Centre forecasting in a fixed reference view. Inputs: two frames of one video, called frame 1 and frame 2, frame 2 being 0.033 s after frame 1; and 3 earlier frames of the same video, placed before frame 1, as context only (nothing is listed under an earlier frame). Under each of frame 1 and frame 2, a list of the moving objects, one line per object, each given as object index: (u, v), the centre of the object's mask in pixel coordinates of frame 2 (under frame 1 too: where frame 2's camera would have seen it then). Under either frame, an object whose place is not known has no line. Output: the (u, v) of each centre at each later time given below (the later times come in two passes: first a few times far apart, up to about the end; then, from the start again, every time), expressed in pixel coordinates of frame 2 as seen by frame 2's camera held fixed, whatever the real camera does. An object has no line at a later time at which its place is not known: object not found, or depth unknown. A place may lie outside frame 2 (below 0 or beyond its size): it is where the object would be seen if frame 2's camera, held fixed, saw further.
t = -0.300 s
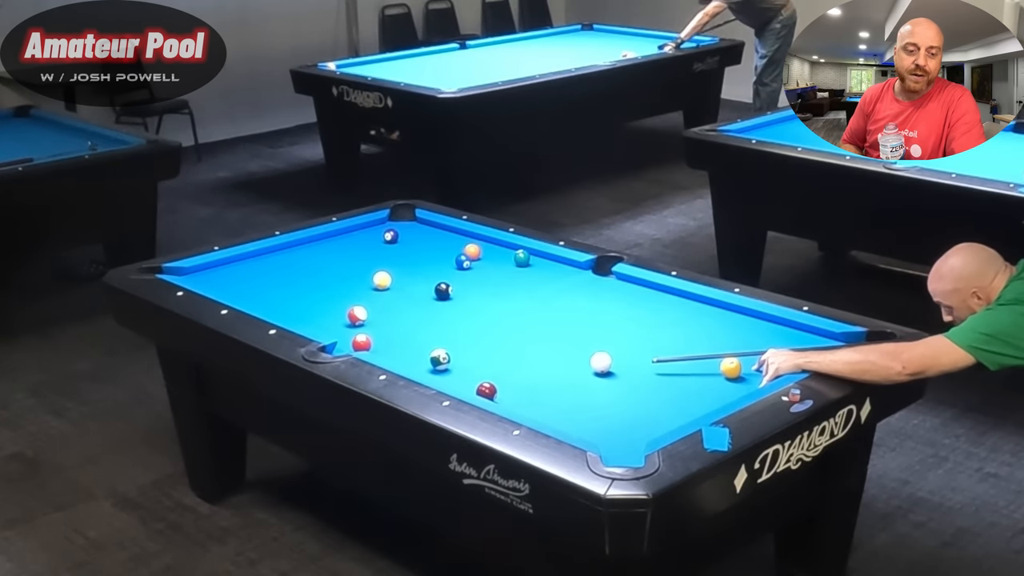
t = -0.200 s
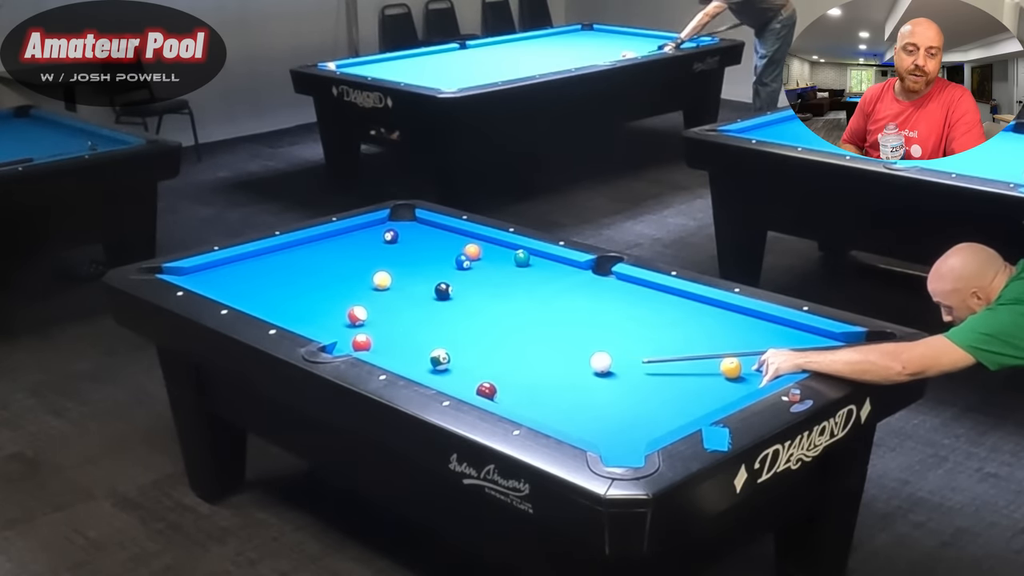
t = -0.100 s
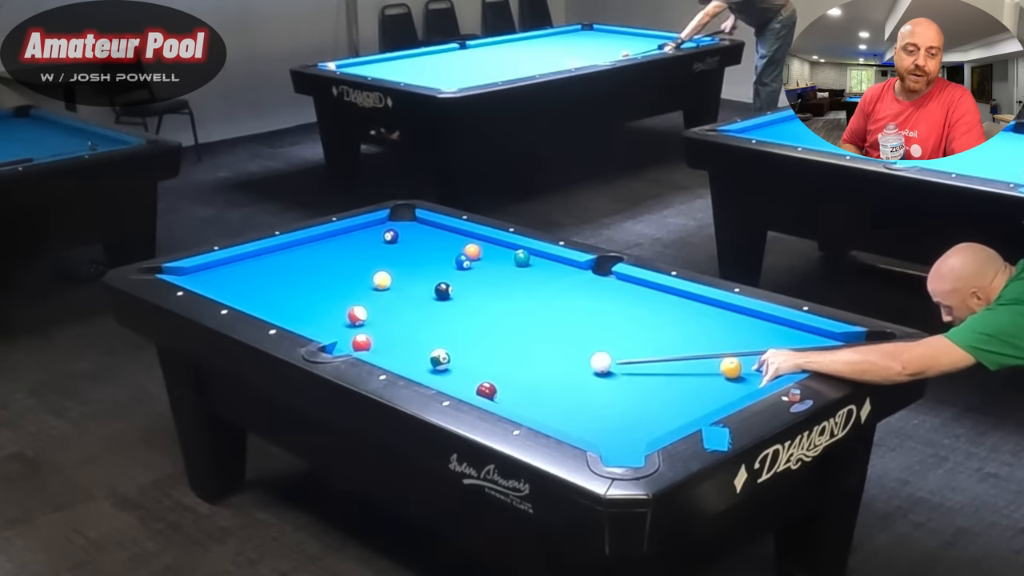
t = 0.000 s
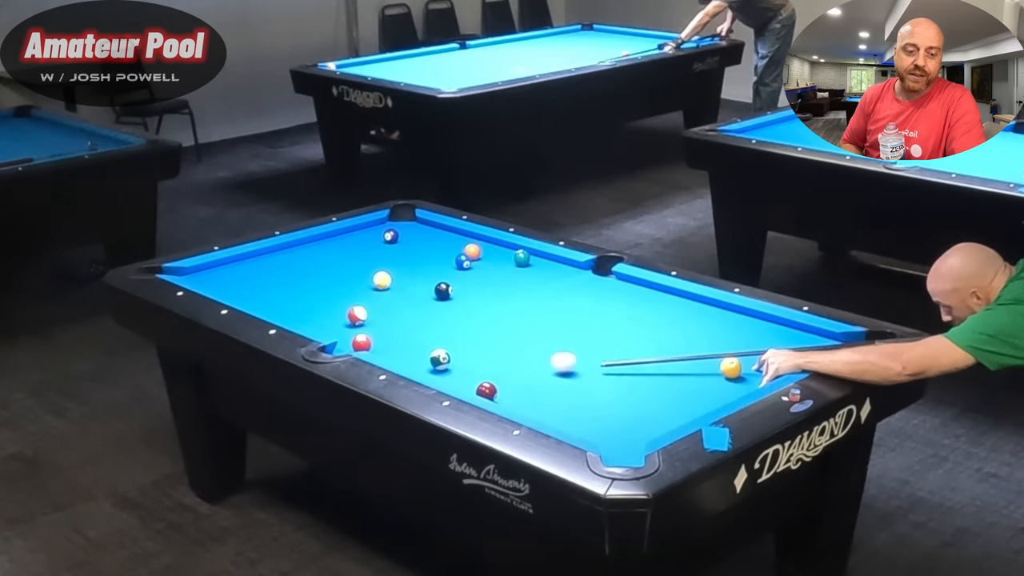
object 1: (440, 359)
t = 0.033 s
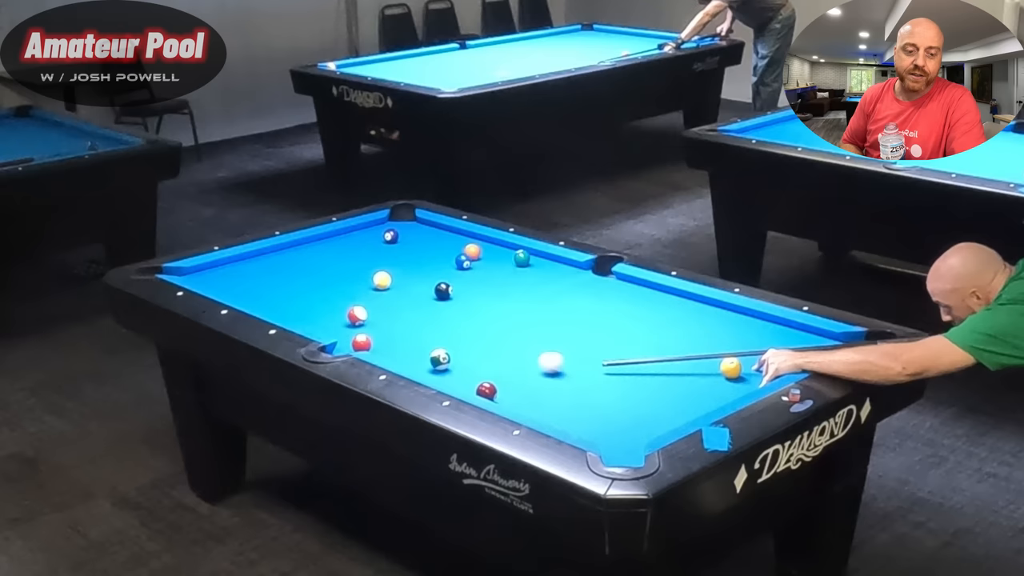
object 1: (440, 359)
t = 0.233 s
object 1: (440, 359)
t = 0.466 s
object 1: (414, 353)
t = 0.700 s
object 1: (381, 346)
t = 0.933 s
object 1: (373, 345)
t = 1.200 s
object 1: (366, 342)
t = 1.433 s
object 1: (361, 341)
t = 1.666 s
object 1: (357, 341)
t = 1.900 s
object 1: (354, 341)
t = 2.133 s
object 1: (354, 340)
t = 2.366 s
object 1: (354, 340)
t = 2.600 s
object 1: (354, 340)
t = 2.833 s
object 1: (354, 340)
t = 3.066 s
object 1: (354, 340)
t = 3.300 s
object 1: (354, 340)
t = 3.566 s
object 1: (354, 340)
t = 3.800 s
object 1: (354, 340)
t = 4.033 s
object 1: (354, 340)
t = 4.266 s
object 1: (354, 340)
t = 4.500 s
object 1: (354, 340)
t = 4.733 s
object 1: (354, 340)
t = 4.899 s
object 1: (354, 340)
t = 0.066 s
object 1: (440, 359)
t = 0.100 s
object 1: (440, 359)
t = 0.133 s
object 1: (440, 359)
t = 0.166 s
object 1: (440, 359)
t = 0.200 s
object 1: (440, 359)
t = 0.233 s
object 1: (440, 359)
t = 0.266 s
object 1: (440, 359)
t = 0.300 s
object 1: (440, 359)
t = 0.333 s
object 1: (436, 358)
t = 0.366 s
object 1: (430, 357)
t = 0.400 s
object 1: (424, 356)
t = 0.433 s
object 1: (419, 355)
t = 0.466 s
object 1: (414, 353)
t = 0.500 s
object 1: (409, 352)
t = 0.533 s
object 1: (403, 351)
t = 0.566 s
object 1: (399, 351)
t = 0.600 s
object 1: (395, 350)
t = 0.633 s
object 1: (391, 349)
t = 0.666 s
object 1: (386, 348)
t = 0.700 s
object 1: (381, 346)
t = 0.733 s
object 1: (378, 346)
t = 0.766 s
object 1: (377, 346)
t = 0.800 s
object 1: (376, 346)
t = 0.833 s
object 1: (375, 345)
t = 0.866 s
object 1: (375, 345)
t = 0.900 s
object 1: (374, 345)
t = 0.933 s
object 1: (373, 345)
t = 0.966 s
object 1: (372, 345)
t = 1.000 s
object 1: (371, 344)
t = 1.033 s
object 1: (370, 344)
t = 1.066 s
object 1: (369, 343)
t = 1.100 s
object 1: (369, 343)
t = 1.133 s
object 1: (368, 343)
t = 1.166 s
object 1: (367, 343)
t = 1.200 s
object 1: (366, 342)
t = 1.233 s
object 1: (365, 342)
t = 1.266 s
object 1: (365, 342)
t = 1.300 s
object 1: (364, 342)
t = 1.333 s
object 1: (363, 341)
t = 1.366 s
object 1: (362, 341)
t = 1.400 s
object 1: (361, 341)
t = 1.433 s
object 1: (361, 341)
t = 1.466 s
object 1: (360, 341)
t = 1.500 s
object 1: (359, 341)
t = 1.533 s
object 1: (359, 341)
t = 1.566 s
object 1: (358, 341)
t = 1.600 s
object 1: (358, 341)
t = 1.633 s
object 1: (357, 341)
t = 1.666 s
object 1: (357, 341)
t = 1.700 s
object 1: (356, 341)
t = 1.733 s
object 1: (356, 341)
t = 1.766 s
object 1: (356, 341)
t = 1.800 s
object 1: (355, 341)
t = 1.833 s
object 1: (355, 341)
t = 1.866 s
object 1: (355, 341)
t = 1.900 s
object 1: (354, 341)
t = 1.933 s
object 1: (354, 341)
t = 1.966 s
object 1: (354, 341)
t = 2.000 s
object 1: (354, 341)
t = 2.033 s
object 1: (354, 340)
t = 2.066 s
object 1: (354, 340)
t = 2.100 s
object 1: (354, 340)
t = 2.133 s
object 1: (354, 340)
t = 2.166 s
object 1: (354, 340)
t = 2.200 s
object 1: (354, 340)
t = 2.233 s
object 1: (354, 340)
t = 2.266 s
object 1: (354, 340)
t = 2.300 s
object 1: (354, 340)
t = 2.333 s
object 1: (354, 340)
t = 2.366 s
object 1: (354, 340)
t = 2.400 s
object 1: (354, 340)
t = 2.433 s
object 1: (354, 340)
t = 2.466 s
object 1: (354, 340)
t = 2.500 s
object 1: (354, 340)
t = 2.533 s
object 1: (354, 340)
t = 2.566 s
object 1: (354, 340)
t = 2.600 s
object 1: (354, 340)
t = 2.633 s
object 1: (354, 340)
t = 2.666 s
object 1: (354, 340)
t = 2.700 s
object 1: (354, 340)
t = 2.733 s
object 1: (354, 340)
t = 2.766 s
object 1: (354, 340)
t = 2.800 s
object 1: (354, 340)
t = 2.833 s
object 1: (354, 340)
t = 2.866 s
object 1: (354, 340)
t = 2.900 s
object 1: (354, 340)
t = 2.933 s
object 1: (354, 340)
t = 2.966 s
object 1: (354, 340)
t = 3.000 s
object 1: (354, 340)
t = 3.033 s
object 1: (354, 340)
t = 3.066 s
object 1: (354, 340)
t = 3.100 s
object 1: (354, 340)
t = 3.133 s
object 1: (354, 340)
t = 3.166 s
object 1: (354, 340)
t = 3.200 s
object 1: (354, 340)
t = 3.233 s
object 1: (354, 340)
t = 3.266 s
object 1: (354, 340)
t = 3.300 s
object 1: (354, 340)
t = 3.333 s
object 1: (354, 340)
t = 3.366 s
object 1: (354, 340)
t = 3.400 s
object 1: (354, 340)
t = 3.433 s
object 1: (354, 340)
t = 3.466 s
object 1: (354, 340)
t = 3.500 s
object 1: (354, 340)
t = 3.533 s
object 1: (354, 340)
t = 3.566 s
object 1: (354, 340)
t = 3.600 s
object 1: (354, 340)
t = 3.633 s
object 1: (354, 340)
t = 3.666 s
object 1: (354, 340)
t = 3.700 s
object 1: (354, 340)
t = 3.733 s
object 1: (354, 340)
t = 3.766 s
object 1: (354, 340)
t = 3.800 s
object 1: (354, 340)
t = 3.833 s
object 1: (354, 340)
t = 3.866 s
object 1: (354, 340)
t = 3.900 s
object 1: (354, 340)
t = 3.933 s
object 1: (354, 340)
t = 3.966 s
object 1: (354, 340)
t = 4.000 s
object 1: (354, 340)
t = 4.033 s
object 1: (354, 340)
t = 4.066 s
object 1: (354, 340)
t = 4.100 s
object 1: (354, 340)
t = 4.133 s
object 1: (354, 340)
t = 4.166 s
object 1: (354, 340)
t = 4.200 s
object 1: (354, 340)
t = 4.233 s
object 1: (354, 340)
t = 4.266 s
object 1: (354, 340)
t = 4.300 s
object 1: (354, 340)
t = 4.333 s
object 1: (354, 340)
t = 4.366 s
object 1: (354, 340)
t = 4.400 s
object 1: (354, 340)
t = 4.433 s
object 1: (354, 340)
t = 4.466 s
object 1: (354, 340)
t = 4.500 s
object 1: (354, 340)
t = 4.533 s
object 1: (354, 340)
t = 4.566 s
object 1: (354, 340)
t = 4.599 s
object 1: (354, 340)
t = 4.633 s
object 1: (354, 340)
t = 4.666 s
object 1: (354, 340)
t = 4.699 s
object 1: (354, 340)
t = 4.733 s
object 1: (354, 340)
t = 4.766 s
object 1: (354, 340)
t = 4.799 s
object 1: (354, 340)
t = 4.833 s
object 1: (354, 340)
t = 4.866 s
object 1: (354, 340)
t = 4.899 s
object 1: (354, 340)
